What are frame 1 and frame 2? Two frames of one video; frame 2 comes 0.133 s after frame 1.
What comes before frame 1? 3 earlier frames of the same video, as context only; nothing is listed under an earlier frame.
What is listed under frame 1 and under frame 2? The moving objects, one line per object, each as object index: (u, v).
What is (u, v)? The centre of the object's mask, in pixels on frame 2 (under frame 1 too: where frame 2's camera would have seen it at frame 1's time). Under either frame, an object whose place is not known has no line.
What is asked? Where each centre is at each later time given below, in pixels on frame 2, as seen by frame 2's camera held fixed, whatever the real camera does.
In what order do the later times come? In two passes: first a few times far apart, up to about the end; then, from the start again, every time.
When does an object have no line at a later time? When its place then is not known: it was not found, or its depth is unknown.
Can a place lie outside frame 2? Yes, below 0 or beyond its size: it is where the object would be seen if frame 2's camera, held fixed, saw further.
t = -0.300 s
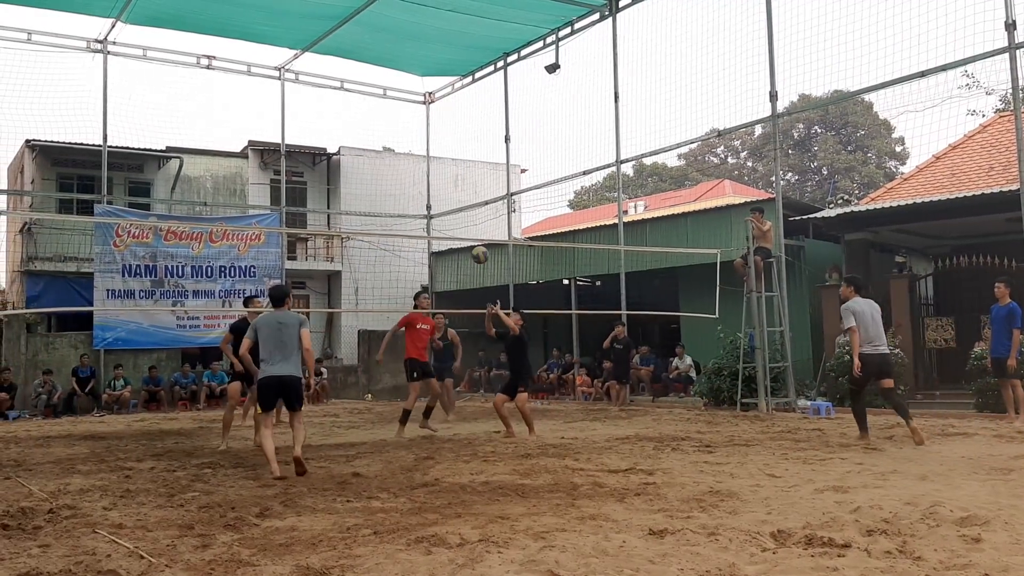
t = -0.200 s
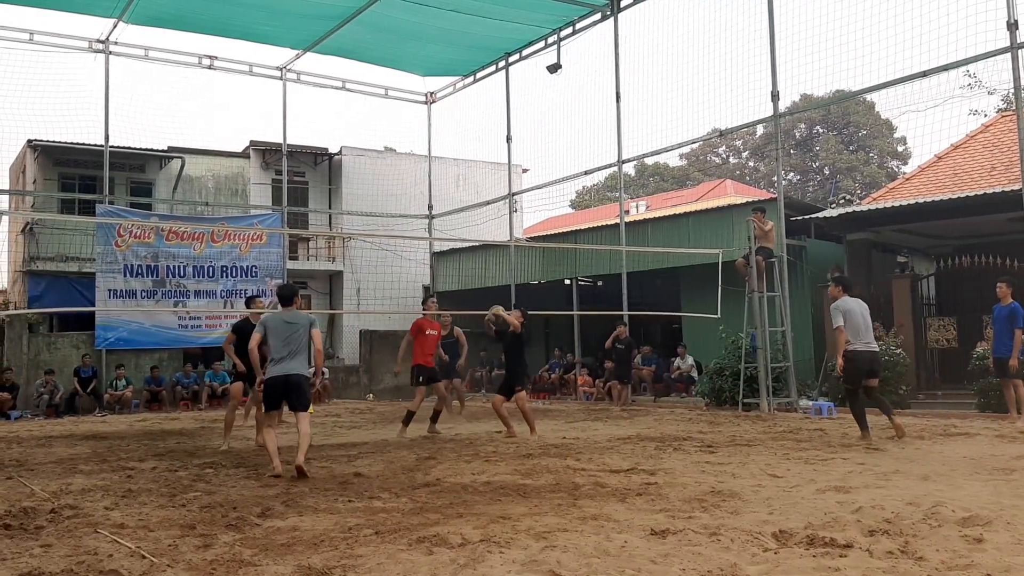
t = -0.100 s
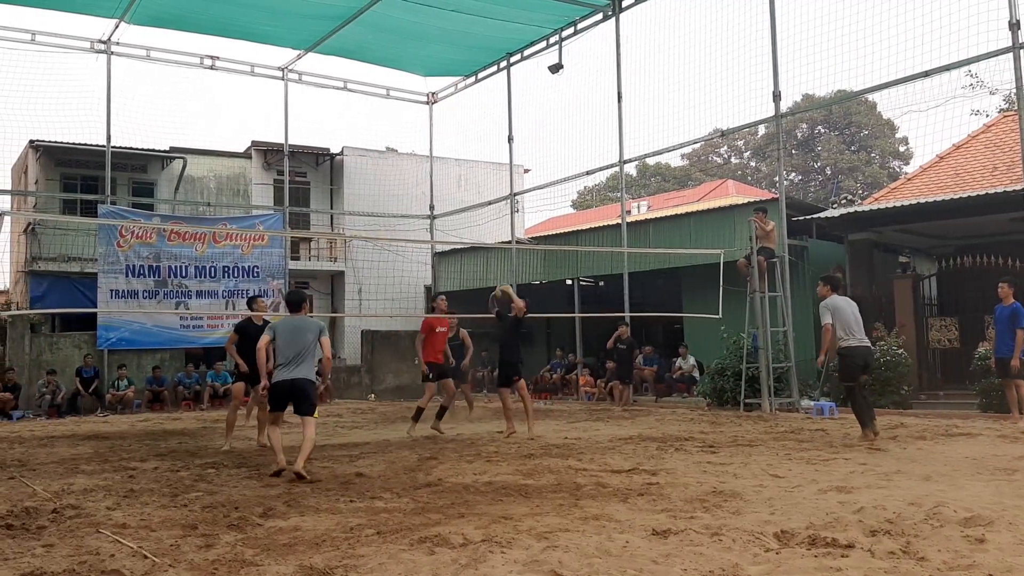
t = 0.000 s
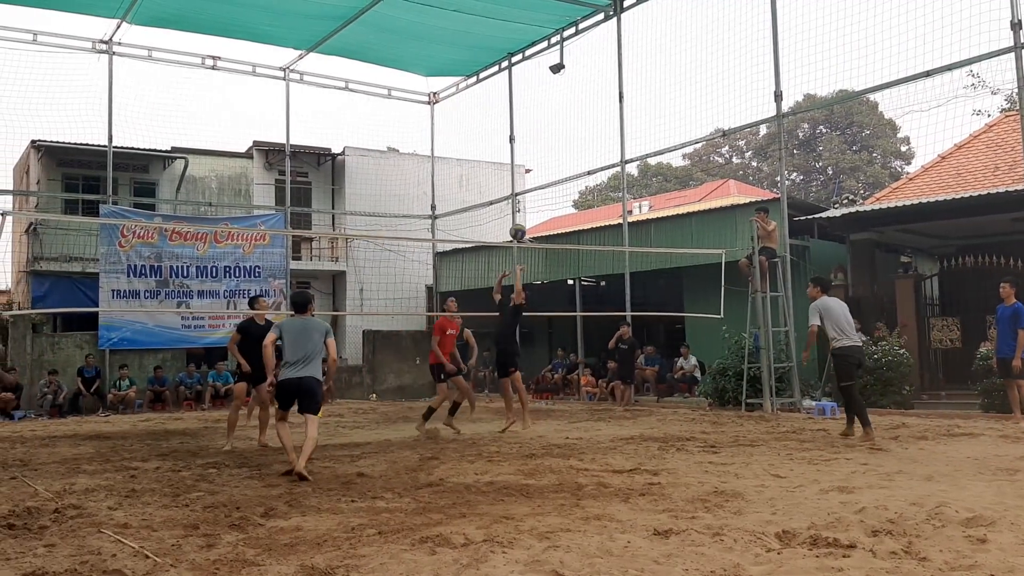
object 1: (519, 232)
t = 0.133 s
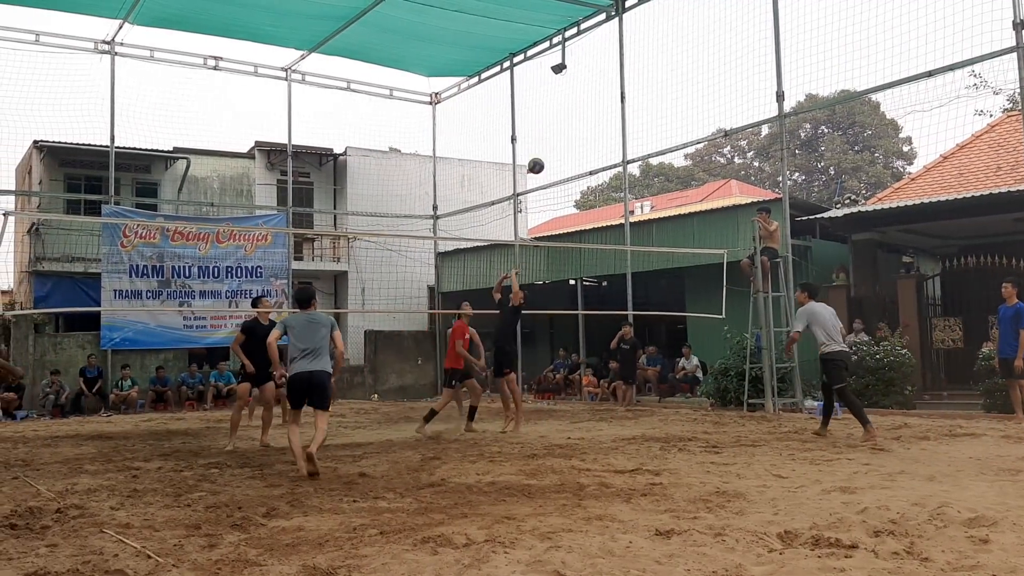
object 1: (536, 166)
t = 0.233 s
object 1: (548, 127)
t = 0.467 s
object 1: (578, 69)
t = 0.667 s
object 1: (603, 53)
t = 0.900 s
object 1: (632, 72)
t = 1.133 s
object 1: (661, 129)
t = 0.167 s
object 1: (540, 152)
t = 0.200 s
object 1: (544, 139)
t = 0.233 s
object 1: (548, 127)
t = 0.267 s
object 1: (552, 116)
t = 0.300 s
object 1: (557, 106)
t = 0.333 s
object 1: (561, 97)
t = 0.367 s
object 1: (565, 88)
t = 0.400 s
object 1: (569, 81)
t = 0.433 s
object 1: (573, 75)
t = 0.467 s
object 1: (578, 69)
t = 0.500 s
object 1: (582, 64)
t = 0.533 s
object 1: (586, 60)
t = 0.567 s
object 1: (590, 57)
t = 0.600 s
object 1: (594, 55)
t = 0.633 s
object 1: (599, 54)
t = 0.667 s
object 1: (603, 53)
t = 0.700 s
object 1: (607, 53)
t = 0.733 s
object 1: (611, 54)
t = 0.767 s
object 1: (615, 57)
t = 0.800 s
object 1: (620, 59)
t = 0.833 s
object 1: (624, 63)
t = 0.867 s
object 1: (628, 67)
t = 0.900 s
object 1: (632, 72)
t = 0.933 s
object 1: (636, 78)
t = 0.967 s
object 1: (640, 85)
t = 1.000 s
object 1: (645, 92)
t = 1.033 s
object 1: (649, 100)
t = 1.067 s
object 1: (653, 109)
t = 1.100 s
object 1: (657, 119)
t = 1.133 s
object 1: (661, 129)
